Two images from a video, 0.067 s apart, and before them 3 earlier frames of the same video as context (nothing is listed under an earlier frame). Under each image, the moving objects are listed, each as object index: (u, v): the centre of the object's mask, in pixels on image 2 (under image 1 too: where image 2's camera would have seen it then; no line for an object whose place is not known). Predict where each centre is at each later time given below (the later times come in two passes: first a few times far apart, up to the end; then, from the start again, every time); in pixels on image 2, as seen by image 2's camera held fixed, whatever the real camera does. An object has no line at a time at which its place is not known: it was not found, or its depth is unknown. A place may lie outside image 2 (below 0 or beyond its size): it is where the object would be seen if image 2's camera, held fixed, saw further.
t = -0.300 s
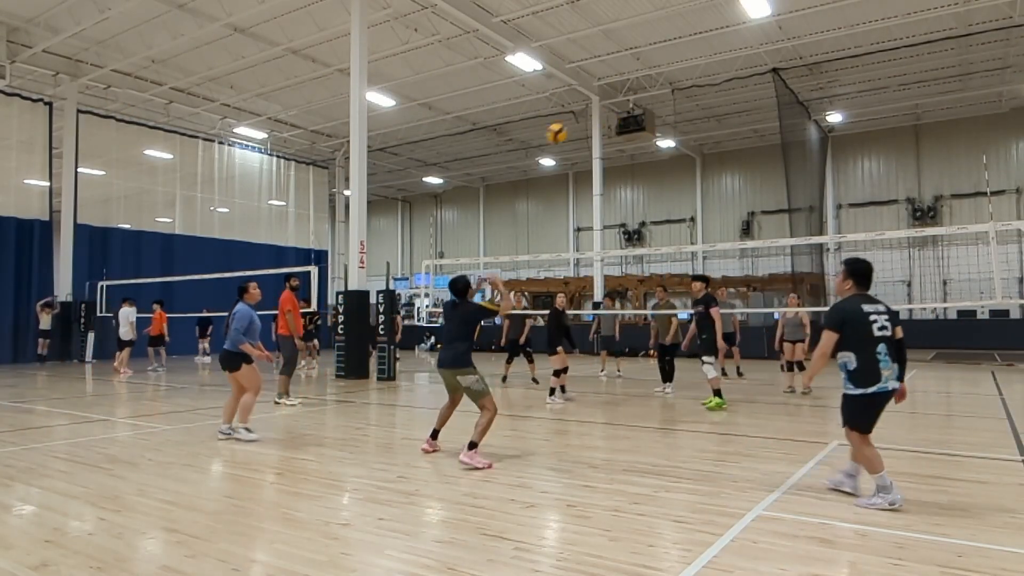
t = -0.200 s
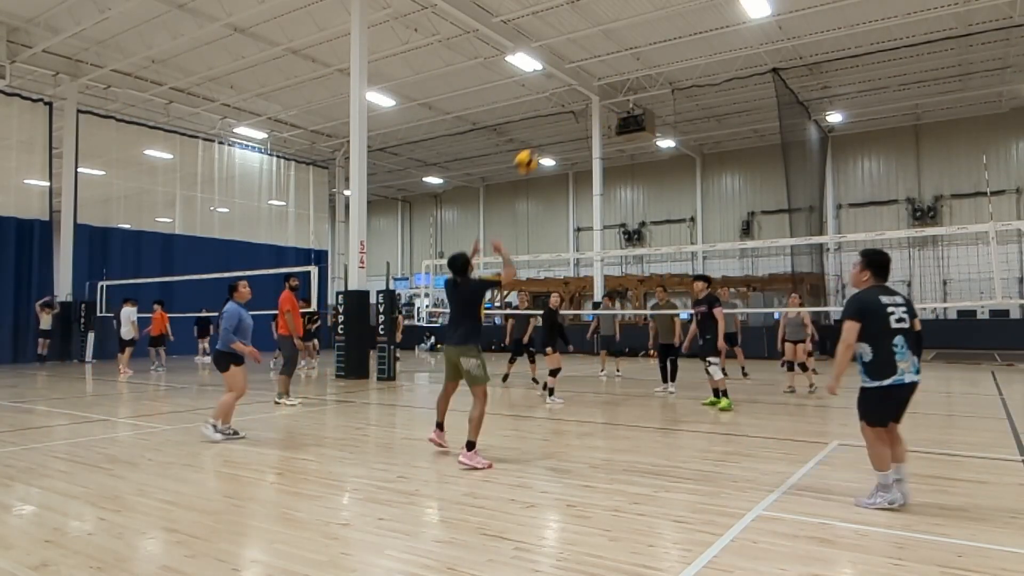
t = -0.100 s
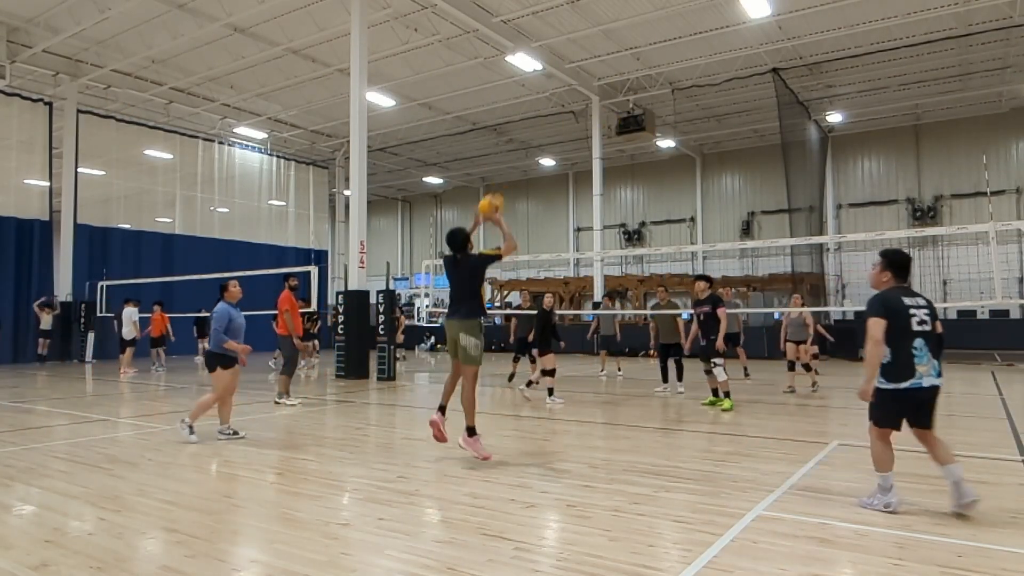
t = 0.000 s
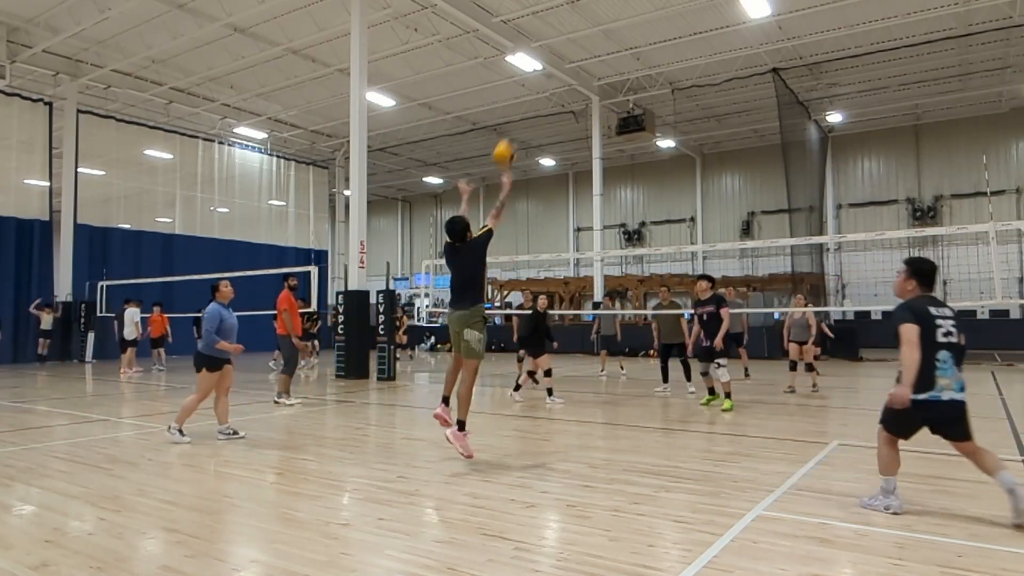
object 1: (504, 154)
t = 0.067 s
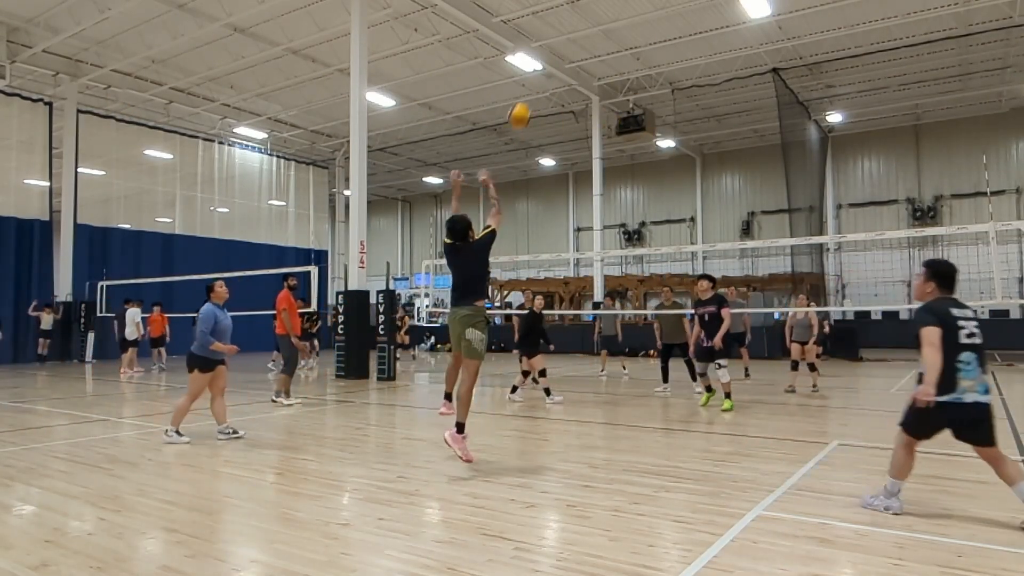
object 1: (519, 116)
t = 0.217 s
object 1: (551, 56)
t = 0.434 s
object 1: (589, 21)
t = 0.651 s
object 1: (620, 33)
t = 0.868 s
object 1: (648, 82)
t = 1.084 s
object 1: (674, 164)
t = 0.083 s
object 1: (523, 108)
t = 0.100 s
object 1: (527, 100)
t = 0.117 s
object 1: (530, 92)
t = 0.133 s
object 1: (534, 85)
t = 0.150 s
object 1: (538, 80)
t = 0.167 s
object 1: (542, 73)
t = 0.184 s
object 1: (545, 67)
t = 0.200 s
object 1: (548, 61)
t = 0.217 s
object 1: (551, 56)
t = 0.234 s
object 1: (554, 51)
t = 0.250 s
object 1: (556, 47)
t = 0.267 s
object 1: (559, 44)
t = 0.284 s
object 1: (563, 40)
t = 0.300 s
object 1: (565, 36)
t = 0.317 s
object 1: (568, 33)
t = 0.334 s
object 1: (571, 30)
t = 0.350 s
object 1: (574, 28)
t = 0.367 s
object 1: (577, 26)
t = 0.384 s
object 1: (580, 24)
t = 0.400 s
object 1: (583, 23)
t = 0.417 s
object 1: (586, 22)
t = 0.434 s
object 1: (589, 21)
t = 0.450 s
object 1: (591, 20)
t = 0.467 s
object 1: (594, 20)
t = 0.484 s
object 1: (596, 19)
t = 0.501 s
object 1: (599, 20)
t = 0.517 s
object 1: (601, 20)
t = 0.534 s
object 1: (604, 21)
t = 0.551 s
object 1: (606, 22)
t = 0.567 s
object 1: (608, 23)
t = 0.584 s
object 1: (611, 25)
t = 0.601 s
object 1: (613, 26)
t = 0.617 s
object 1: (615, 28)
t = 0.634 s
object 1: (618, 30)
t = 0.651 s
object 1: (620, 33)
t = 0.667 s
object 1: (623, 35)
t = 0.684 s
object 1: (624, 38)
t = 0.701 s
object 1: (627, 41)
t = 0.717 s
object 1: (629, 44)
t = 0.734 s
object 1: (632, 47)
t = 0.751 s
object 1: (634, 51)
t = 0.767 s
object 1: (636, 55)
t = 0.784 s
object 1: (638, 59)
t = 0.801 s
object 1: (640, 63)
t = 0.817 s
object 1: (642, 67)
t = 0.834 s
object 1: (645, 72)
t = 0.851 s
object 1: (646, 77)
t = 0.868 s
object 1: (648, 82)
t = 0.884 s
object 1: (651, 87)
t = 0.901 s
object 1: (653, 93)
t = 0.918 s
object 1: (655, 99)
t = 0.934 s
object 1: (657, 103)
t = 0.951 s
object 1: (658, 110)
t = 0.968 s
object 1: (660, 116)
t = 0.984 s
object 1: (662, 122)
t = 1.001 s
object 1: (664, 128)
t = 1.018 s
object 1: (666, 134)
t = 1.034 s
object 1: (669, 143)
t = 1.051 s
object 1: (670, 153)
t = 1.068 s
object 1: (671, 157)
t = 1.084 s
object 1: (674, 164)
